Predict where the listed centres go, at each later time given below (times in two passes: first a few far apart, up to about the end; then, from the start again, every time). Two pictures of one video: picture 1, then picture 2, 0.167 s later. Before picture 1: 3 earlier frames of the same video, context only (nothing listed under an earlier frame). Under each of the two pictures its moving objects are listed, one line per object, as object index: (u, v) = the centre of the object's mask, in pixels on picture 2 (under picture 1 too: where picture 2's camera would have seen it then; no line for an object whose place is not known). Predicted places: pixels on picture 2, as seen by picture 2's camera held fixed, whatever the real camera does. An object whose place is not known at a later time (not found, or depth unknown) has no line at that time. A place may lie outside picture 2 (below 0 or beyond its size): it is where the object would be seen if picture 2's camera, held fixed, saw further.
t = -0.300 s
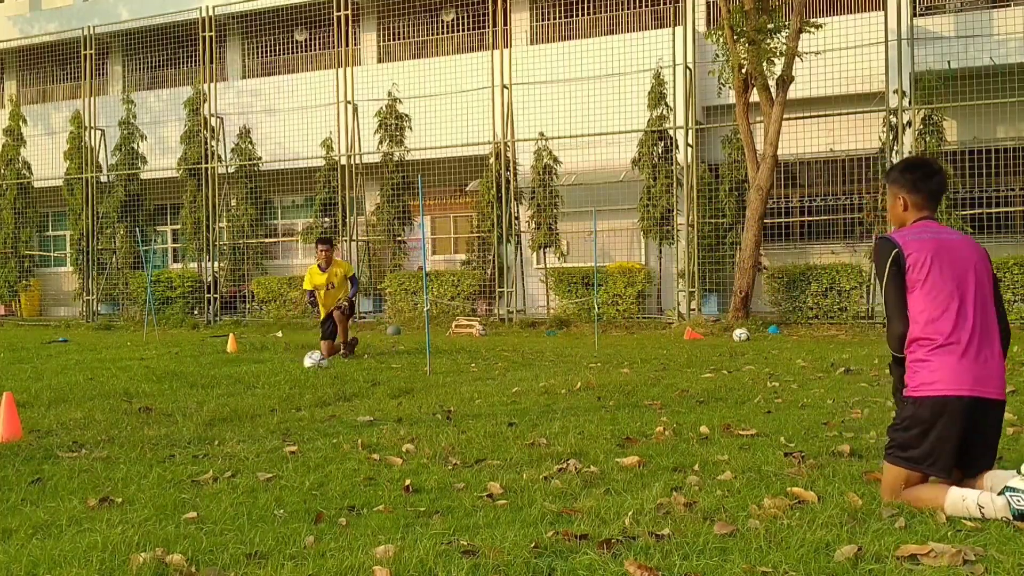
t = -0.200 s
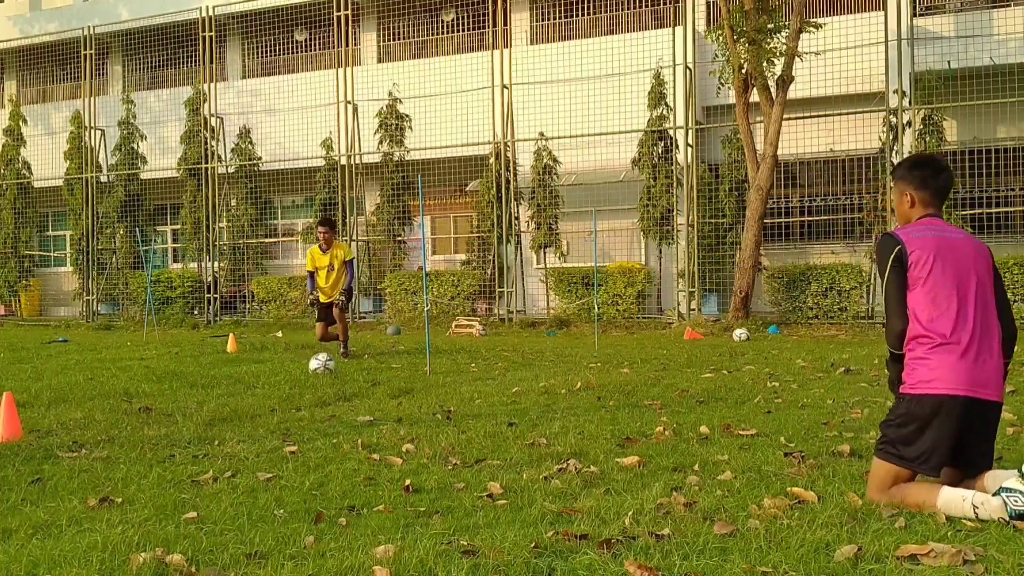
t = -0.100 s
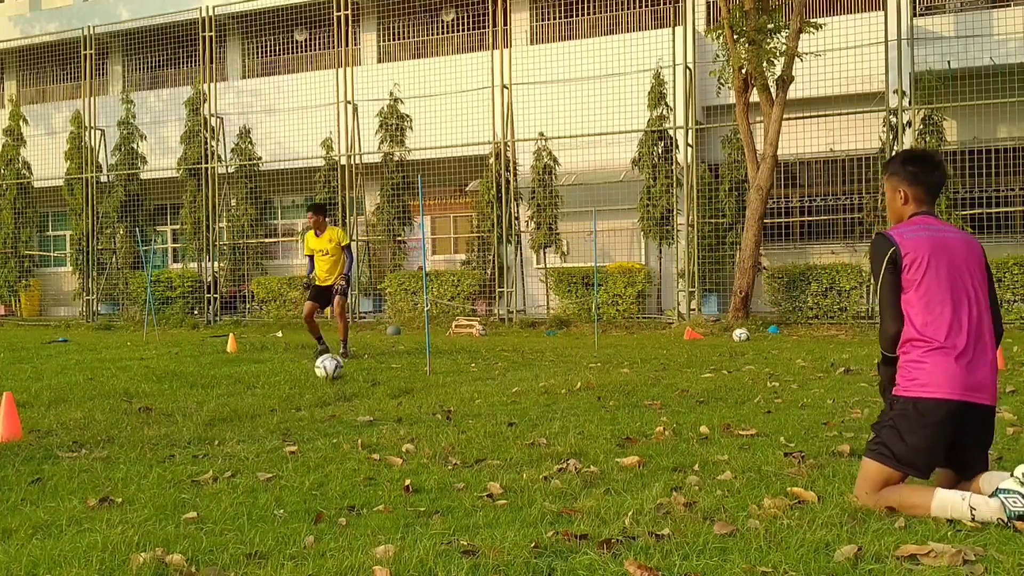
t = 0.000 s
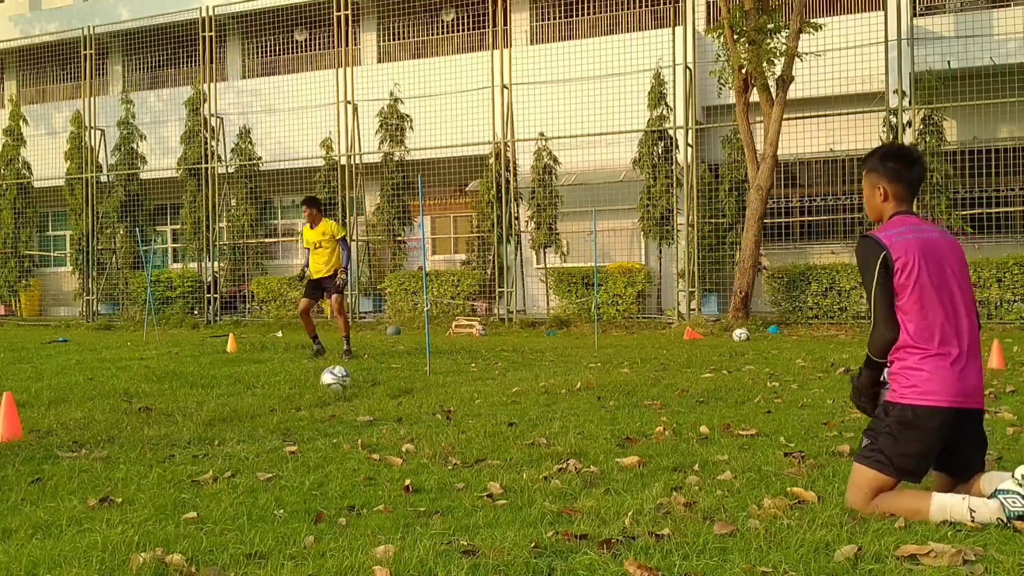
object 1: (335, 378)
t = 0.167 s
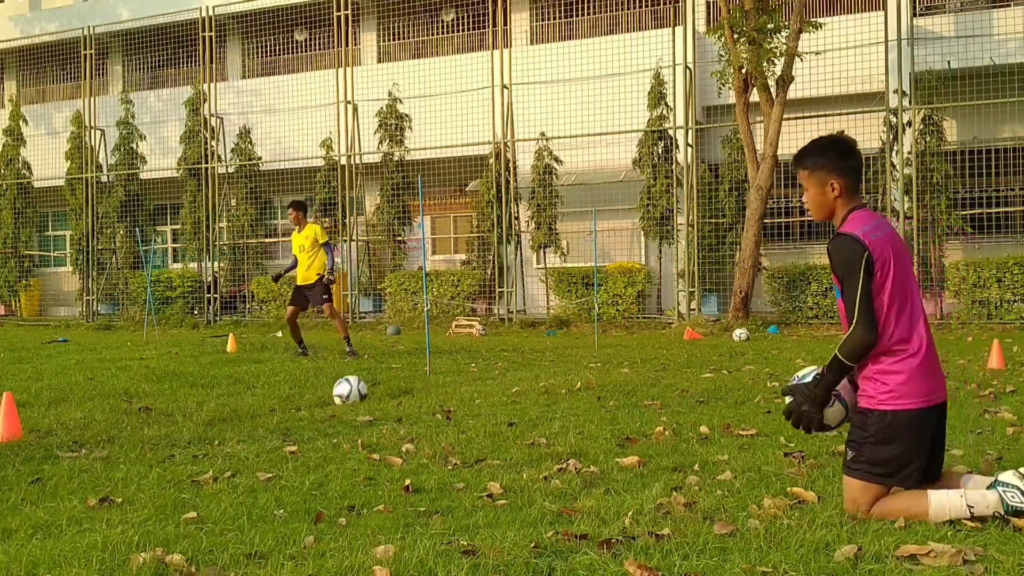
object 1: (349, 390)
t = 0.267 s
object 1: (360, 394)
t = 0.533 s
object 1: (393, 413)
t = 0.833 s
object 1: (444, 443)
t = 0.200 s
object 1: (352, 392)
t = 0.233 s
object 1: (355, 392)
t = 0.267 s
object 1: (360, 394)
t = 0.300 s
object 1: (365, 398)
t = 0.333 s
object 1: (367, 399)
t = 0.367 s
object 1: (370, 401)
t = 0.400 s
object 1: (375, 405)
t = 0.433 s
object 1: (381, 409)
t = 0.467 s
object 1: (384, 409)
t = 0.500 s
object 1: (387, 410)
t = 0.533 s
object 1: (393, 413)
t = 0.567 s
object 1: (398, 418)
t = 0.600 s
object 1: (401, 419)
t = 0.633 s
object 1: (404, 423)
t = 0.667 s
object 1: (410, 424)
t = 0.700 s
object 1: (418, 428)
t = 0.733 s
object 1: (422, 430)
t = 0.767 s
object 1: (425, 434)
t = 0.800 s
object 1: (434, 440)
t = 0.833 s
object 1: (444, 443)
